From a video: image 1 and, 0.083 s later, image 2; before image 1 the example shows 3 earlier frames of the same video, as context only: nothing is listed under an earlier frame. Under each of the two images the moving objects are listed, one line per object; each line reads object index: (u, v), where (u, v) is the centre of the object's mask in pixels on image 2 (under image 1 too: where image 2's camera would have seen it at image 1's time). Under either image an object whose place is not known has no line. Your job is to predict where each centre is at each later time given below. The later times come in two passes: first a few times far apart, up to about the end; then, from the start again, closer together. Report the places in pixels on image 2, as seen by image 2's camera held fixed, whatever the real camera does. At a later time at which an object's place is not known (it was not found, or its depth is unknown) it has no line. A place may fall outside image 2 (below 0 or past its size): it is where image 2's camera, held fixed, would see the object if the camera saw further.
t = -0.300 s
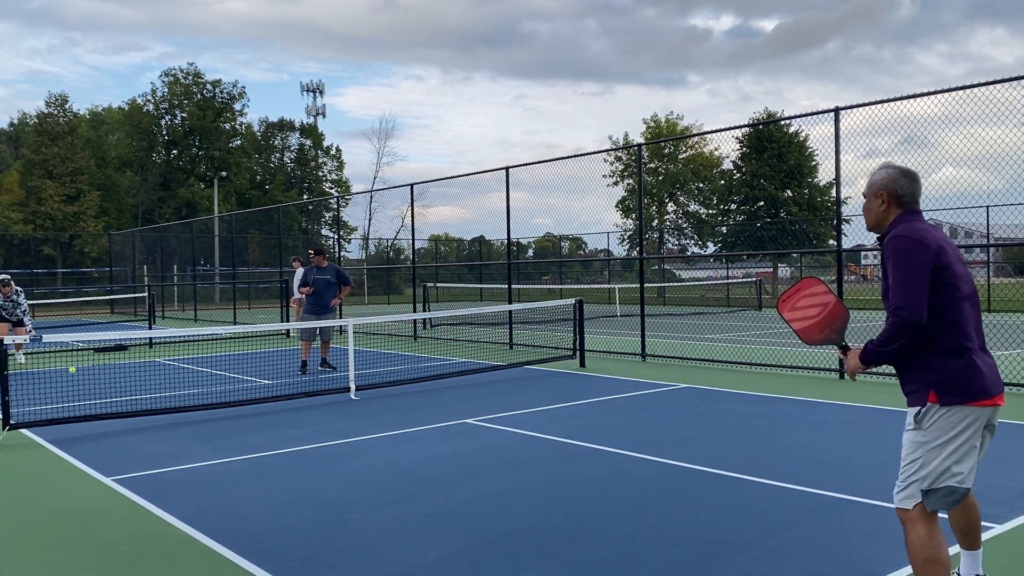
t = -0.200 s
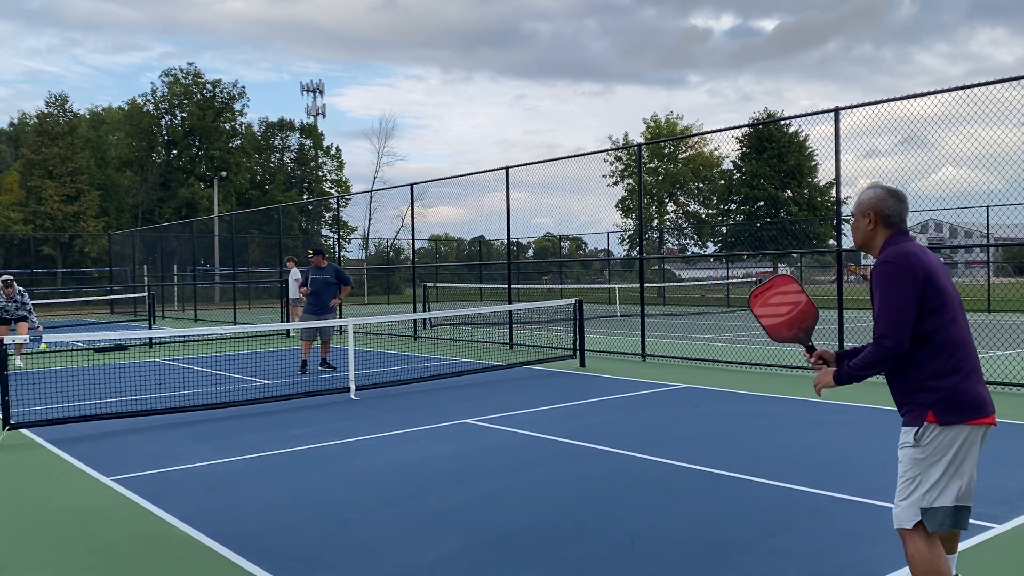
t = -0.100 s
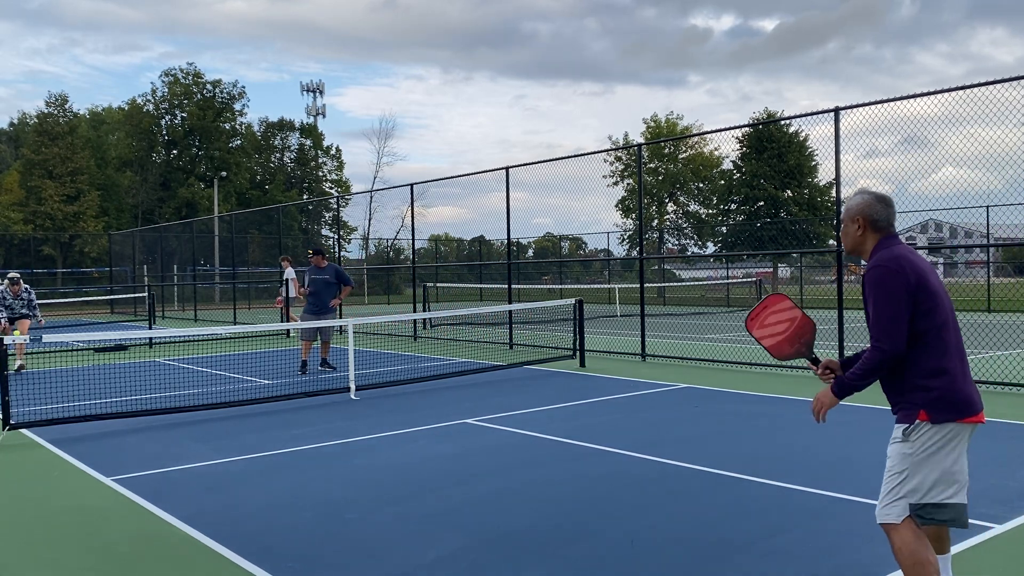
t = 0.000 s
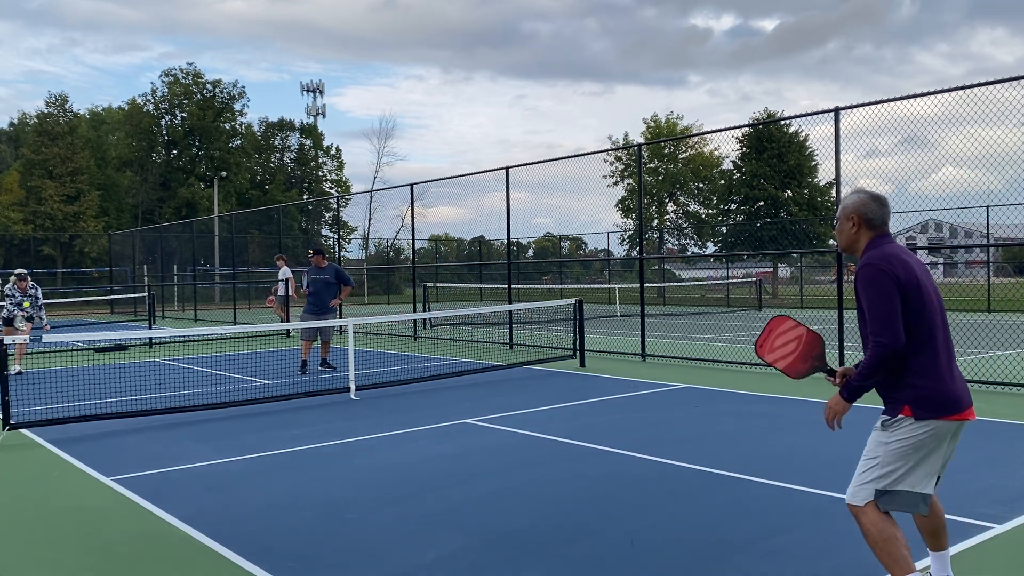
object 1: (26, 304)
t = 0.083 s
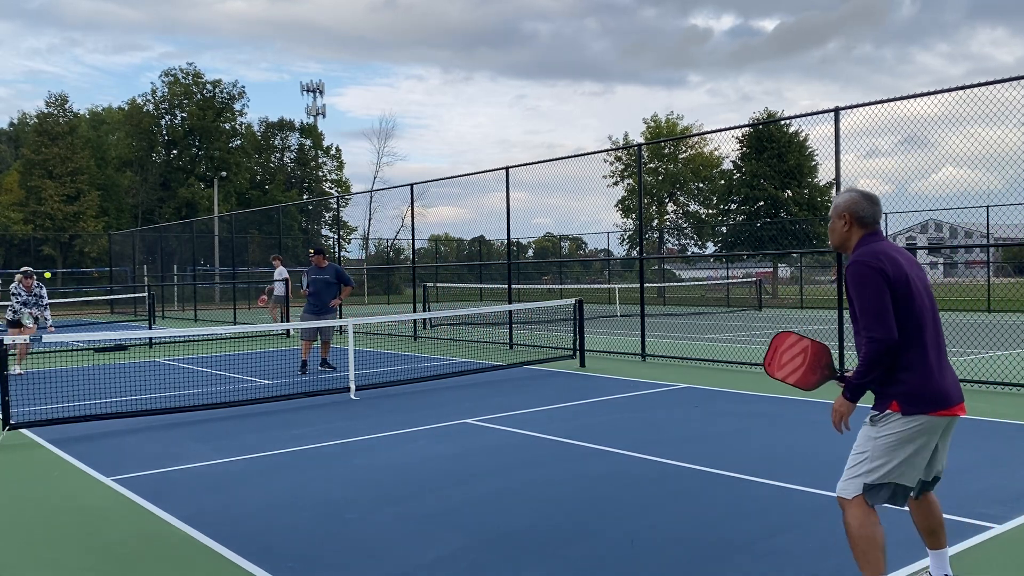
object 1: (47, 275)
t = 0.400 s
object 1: (135, 189)
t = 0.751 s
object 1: (261, 169)
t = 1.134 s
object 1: (479, 325)
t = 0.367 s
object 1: (125, 196)
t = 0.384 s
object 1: (130, 192)
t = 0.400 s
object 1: (135, 189)
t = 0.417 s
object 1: (140, 186)
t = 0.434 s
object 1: (145, 183)
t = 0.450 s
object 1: (150, 180)
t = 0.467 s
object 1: (156, 178)
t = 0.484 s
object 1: (161, 176)
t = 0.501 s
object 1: (167, 173)
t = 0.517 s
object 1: (172, 171)
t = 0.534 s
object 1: (178, 170)
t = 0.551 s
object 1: (183, 168)
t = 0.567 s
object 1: (189, 167)
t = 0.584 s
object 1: (195, 166)
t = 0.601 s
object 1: (201, 165)
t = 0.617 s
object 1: (207, 164)
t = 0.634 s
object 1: (214, 164)
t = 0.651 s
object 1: (220, 164)
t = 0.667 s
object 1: (226, 164)
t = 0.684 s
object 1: (233, 164)
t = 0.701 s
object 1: (240, 165)
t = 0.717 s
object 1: (247, 166)
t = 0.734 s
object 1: (254, 167)
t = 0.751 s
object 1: (261, 169)
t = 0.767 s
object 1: (268, 171)
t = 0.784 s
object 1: (276, 173)
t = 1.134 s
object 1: (479, 325)
